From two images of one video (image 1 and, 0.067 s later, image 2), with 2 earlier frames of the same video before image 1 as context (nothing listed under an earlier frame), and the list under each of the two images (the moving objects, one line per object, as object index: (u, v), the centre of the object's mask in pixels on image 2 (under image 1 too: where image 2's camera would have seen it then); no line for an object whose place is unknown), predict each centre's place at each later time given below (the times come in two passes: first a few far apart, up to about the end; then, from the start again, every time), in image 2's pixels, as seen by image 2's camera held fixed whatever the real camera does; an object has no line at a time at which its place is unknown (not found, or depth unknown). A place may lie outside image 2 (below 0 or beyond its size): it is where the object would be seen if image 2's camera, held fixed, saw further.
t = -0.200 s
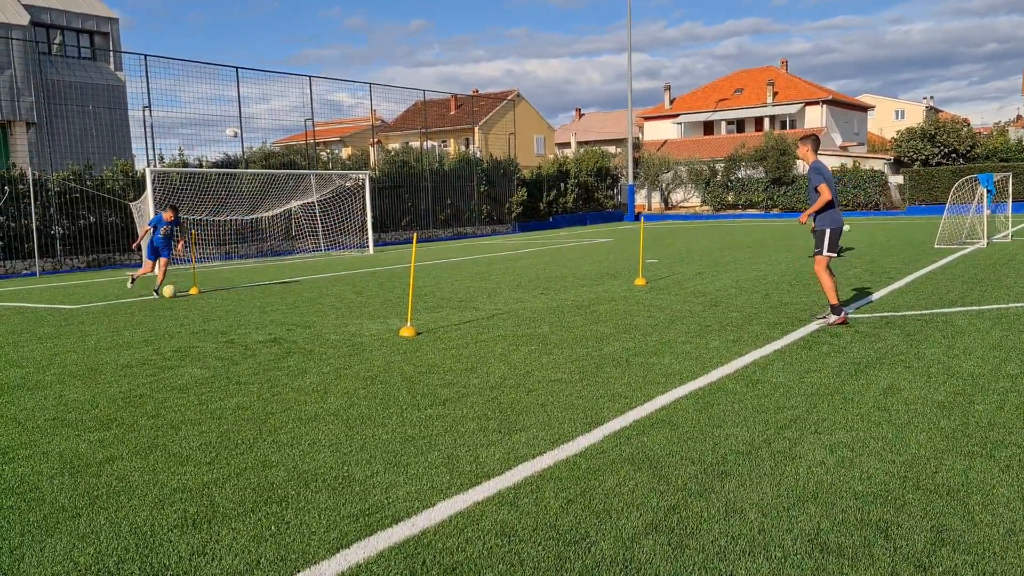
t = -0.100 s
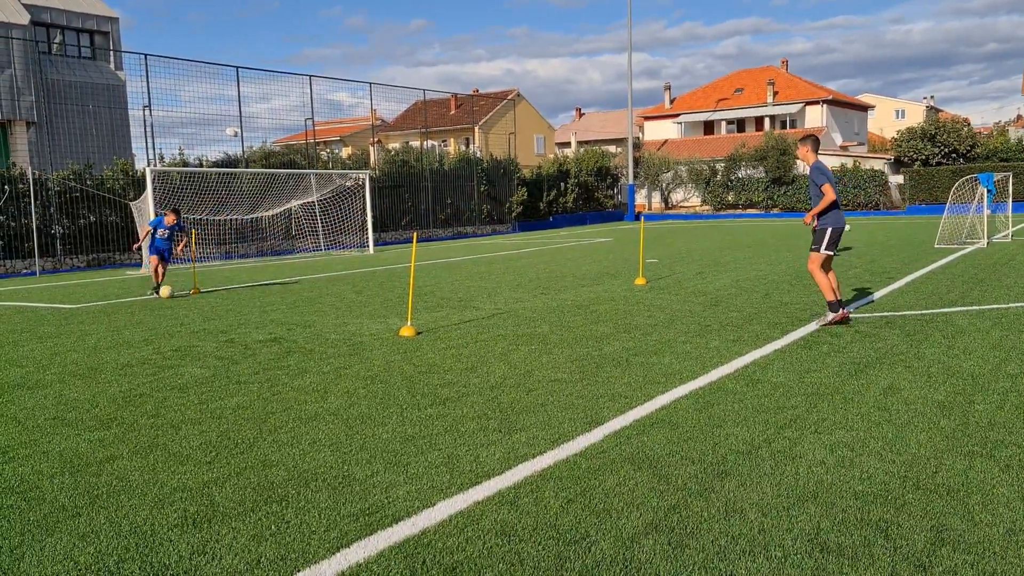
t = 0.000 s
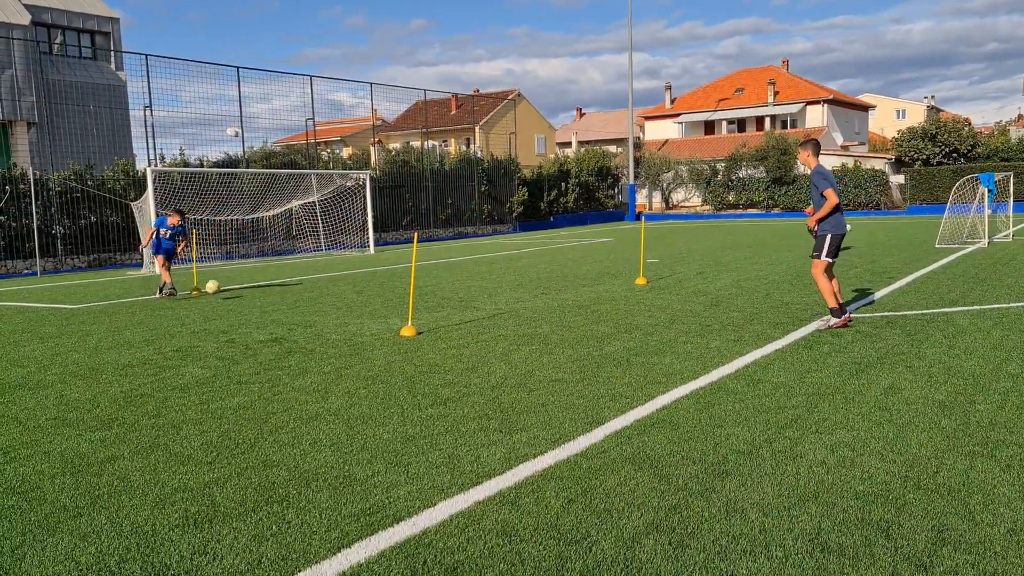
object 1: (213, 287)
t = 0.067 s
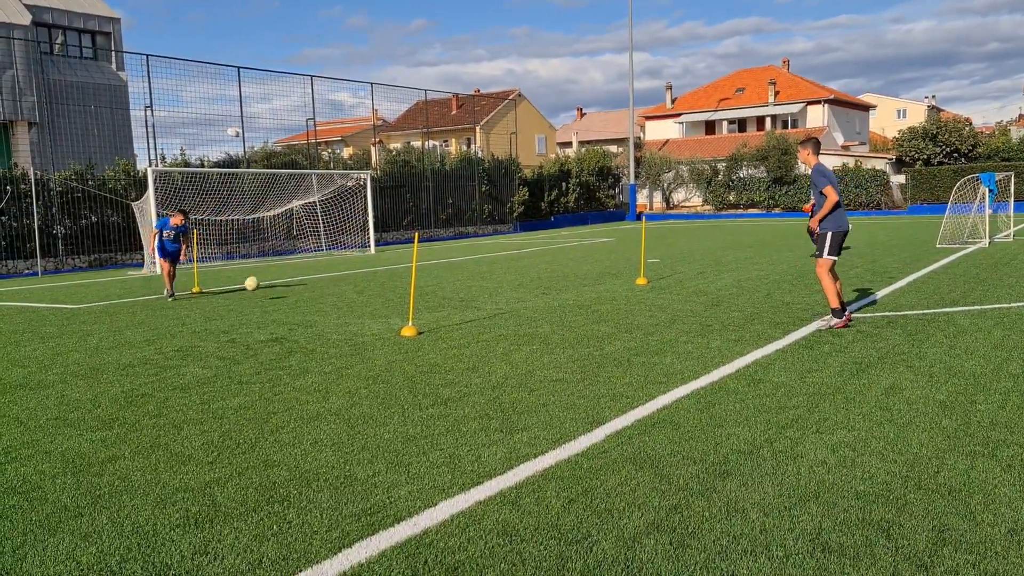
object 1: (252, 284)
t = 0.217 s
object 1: (349, 288)
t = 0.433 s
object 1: (501, 290)
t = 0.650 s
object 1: (670, 303)
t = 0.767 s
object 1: (762, 303)
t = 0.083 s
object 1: (262, 283)
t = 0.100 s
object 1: (273, 283)
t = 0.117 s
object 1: (282, 283)
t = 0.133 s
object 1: (293, 283)
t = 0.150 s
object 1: (303, 283)
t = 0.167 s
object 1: (315, 284)
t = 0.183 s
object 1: (325, 285)
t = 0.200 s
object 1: (337, 286)
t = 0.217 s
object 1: (349, 288)
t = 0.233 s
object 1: (360, 289)
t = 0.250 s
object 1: (372, 291)
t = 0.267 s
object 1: (384, 292)
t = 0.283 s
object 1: (396, 295)
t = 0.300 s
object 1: (408, 297)
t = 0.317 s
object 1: (420, 298)
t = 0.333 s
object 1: (431, 297)
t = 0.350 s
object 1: (443, 295)
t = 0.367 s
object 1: (454, 293)
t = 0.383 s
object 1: (465, 292)
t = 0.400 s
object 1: (477, 291)
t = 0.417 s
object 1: (489, 291)
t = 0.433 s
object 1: (501, 290)
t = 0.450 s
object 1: (513, 290)
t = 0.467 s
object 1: (525, 290)
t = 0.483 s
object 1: (537, 290)
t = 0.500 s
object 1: (550, 290)
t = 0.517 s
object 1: (563, 291)
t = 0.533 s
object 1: (576, 292)
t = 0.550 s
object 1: (589, 293)
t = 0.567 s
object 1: (603, 295)
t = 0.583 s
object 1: (616, 297)
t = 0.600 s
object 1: (629, 299)
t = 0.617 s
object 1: (643, 301)
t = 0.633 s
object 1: (657, 303)
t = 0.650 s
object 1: (670, 303)
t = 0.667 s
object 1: (683, 302)
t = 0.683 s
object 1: (695, 302)
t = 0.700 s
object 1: (708, 301)
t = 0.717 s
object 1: (722, 301)
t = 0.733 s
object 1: (735, 301)
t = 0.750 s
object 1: (748, 302)
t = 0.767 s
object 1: (762, 303)
